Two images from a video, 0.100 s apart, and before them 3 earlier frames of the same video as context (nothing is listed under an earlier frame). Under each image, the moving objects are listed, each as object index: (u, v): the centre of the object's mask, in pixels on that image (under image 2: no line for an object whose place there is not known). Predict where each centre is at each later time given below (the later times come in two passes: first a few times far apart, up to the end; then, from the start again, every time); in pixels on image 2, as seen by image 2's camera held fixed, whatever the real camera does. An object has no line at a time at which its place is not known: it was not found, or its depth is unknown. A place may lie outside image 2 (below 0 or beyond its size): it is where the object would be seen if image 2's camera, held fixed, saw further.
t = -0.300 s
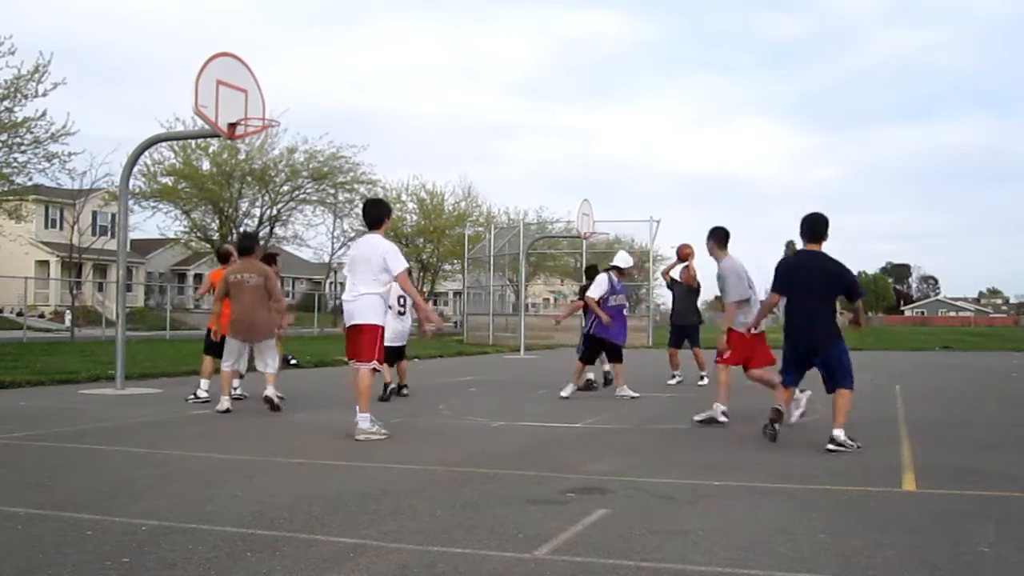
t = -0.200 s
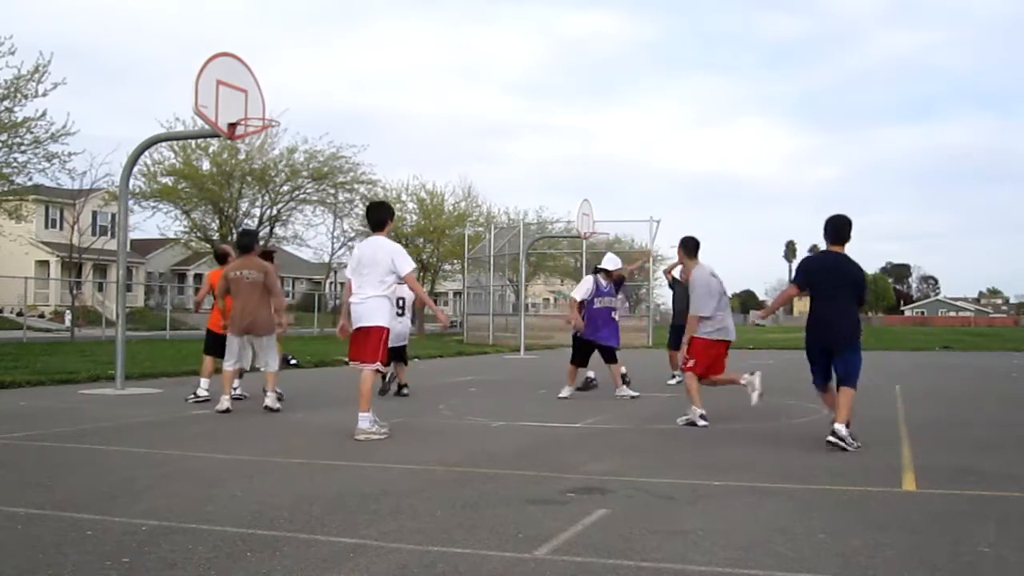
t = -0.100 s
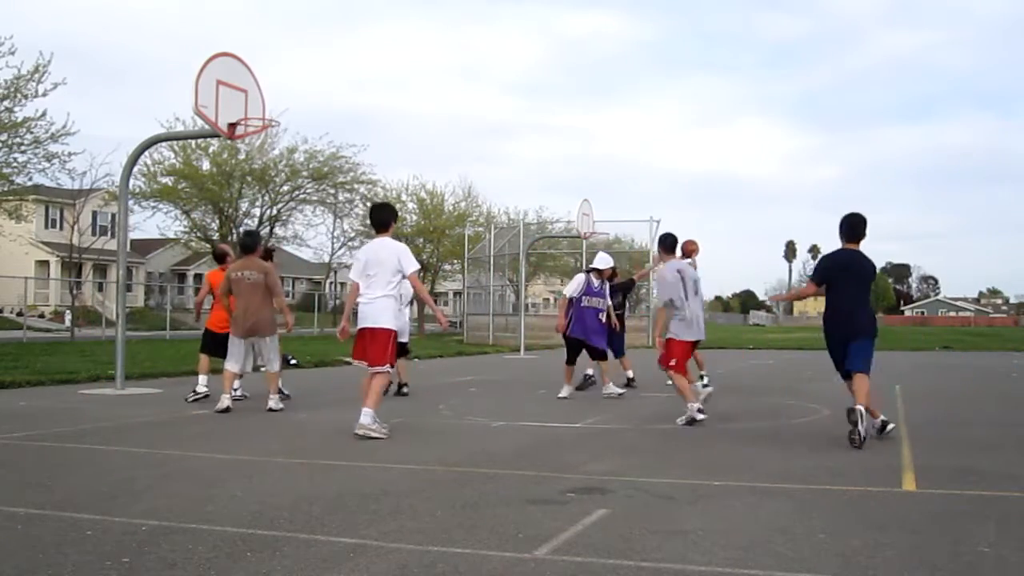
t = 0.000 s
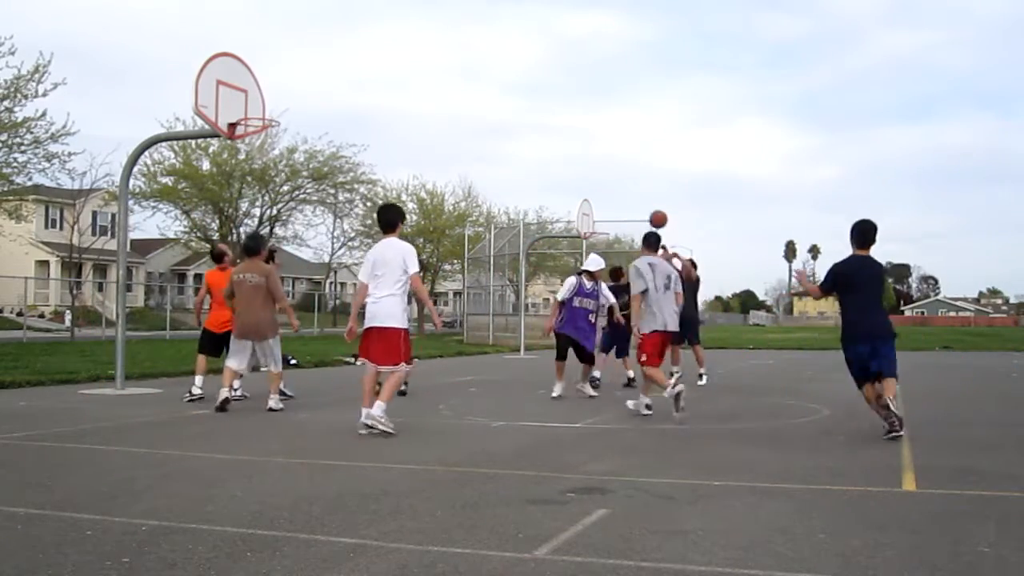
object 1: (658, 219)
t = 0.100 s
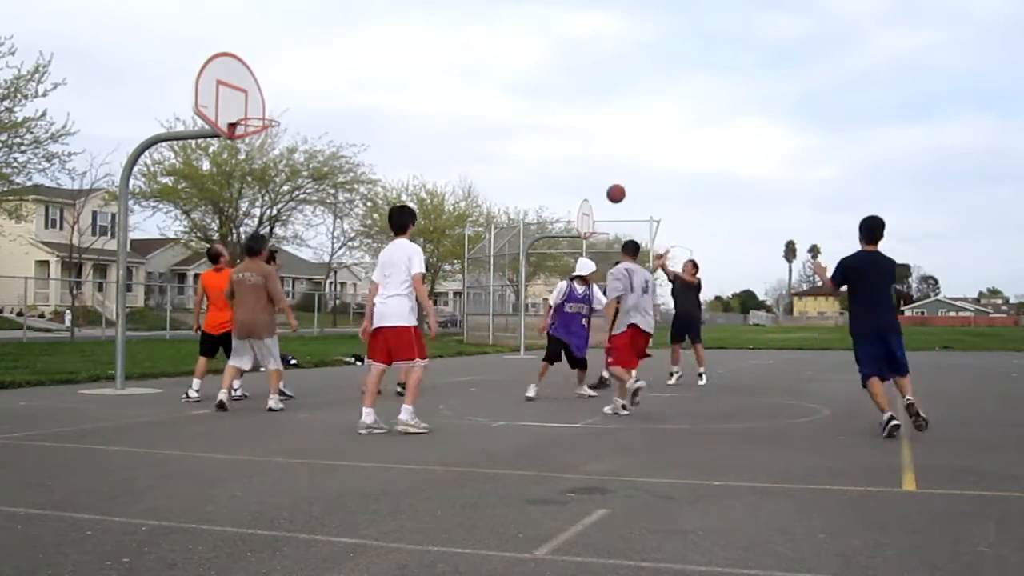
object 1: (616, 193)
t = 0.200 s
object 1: (569, 173)
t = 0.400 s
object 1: (465, 154)
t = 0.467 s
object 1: (426, 154)
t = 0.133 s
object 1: (600, 186)
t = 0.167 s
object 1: (585, 179)
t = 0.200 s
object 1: (569, 173)
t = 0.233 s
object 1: (553, 168)
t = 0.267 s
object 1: (536, 164)
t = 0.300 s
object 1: (519, 160)
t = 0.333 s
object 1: (502, 157)
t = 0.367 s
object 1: (484, 155)
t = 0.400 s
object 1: (465, 154)
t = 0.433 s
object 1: (446, 154)
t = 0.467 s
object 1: (426, 154)
